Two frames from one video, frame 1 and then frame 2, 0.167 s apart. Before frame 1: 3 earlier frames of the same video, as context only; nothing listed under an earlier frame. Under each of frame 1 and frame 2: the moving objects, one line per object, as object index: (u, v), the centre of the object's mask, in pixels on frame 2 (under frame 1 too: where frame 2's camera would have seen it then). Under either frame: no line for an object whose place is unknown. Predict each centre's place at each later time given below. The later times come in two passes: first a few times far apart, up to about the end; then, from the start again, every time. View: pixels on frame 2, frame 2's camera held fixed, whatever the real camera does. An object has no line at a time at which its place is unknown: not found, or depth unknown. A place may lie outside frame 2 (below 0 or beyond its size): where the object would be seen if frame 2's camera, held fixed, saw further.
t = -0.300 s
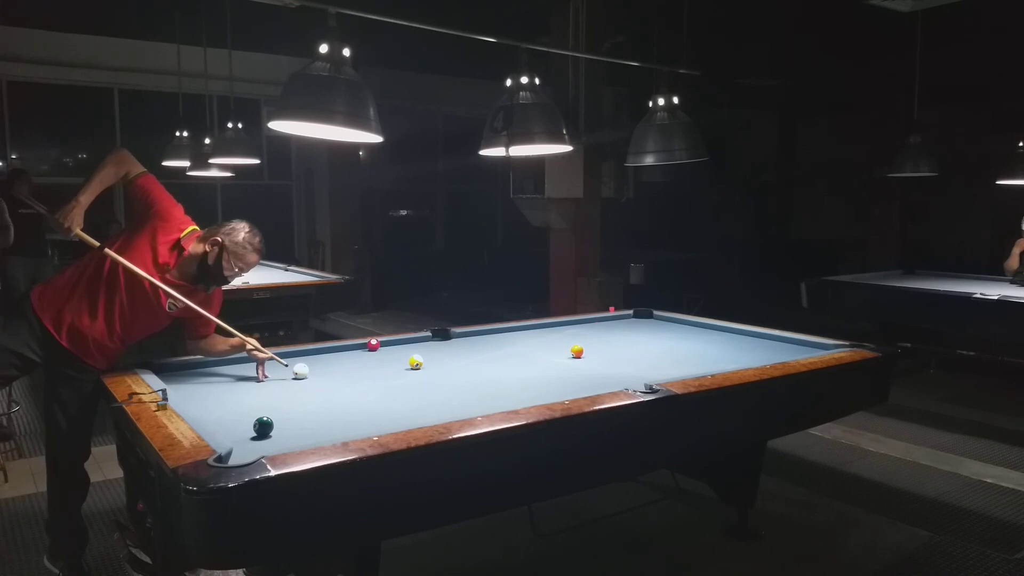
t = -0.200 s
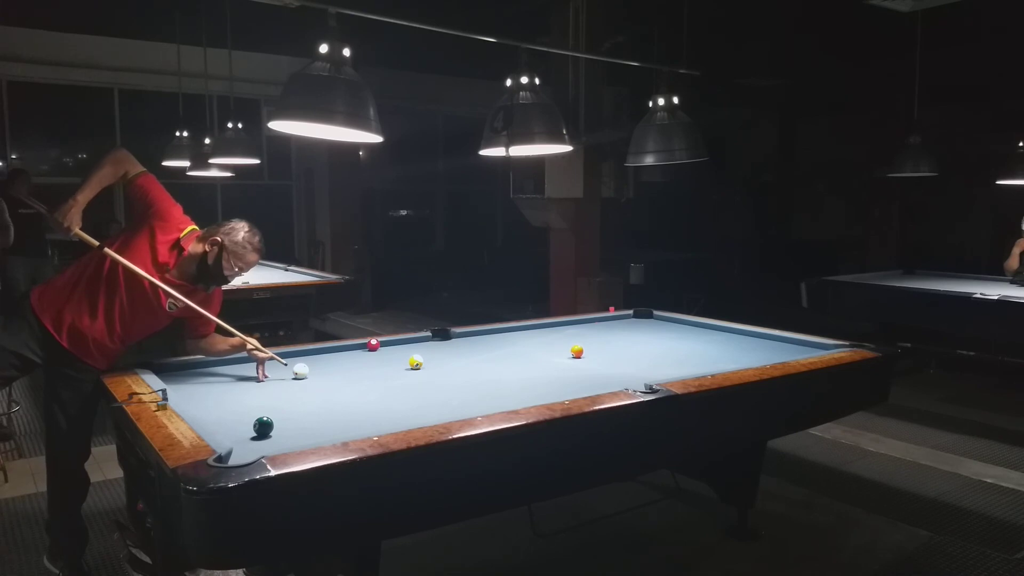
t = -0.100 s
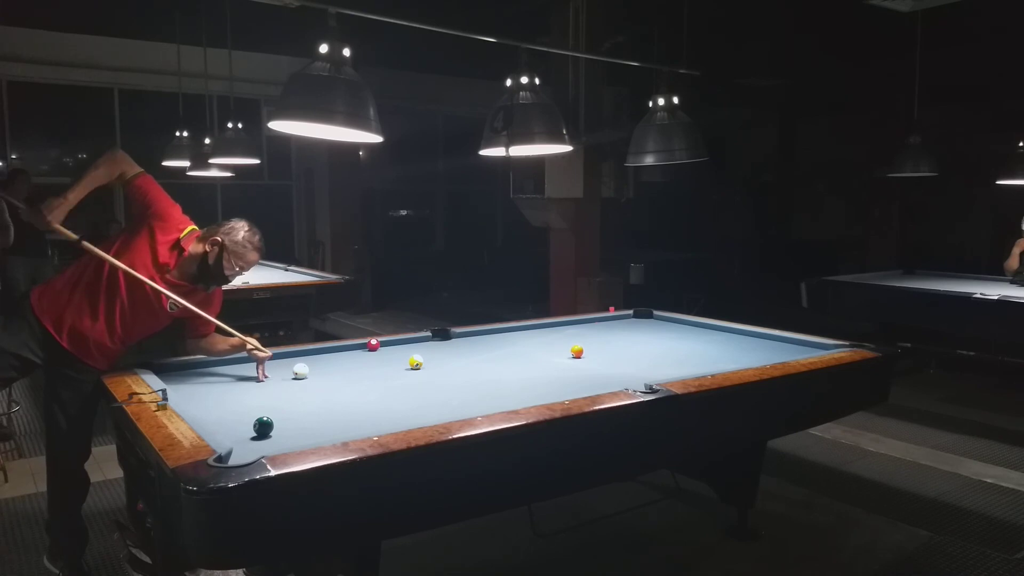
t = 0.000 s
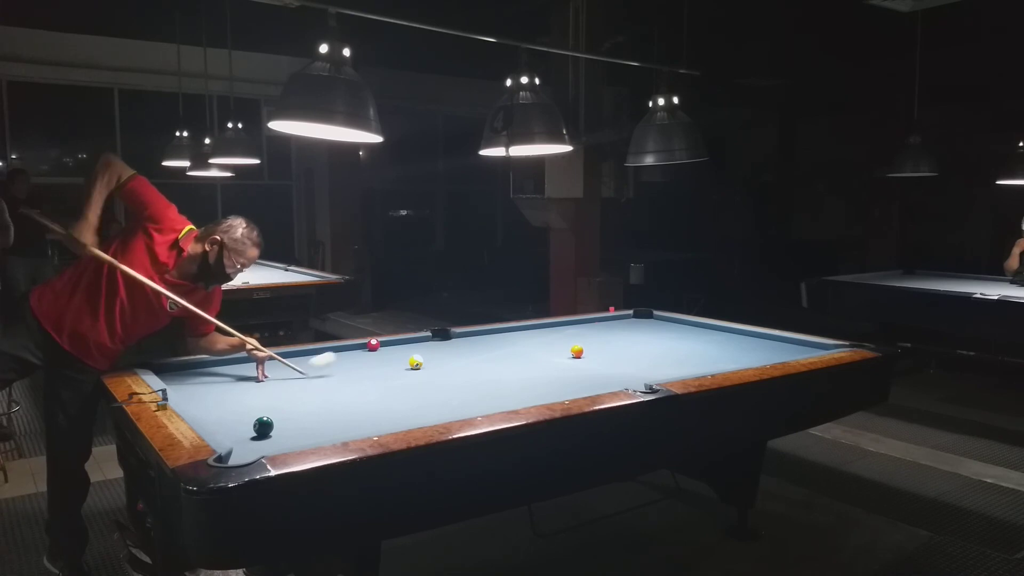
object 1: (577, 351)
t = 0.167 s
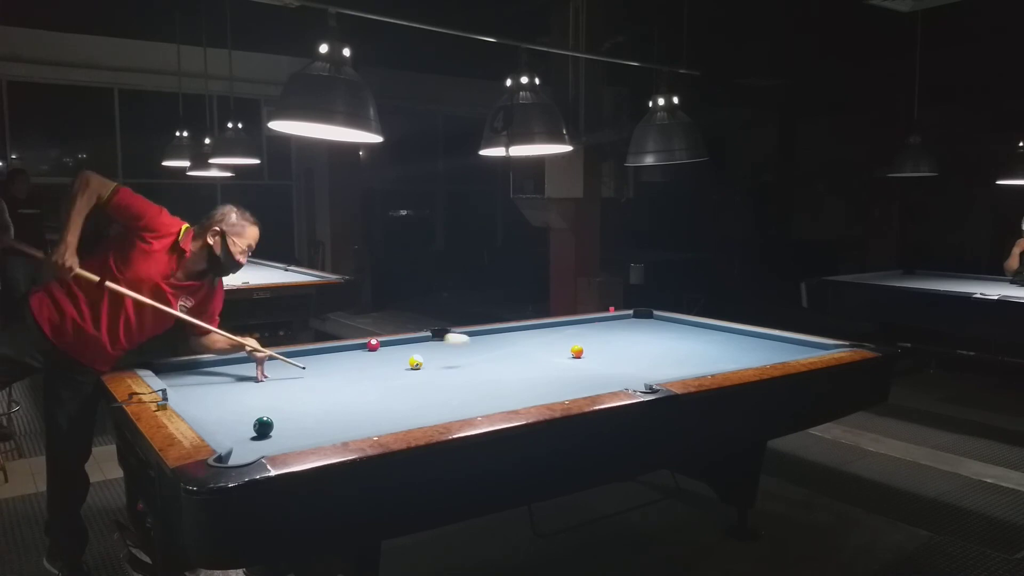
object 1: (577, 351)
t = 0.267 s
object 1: (577, 351)
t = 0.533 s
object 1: (637, 344)
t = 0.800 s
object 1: (701, 337)
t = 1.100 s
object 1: (736, 334)
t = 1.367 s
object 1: (714, 340)
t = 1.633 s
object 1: (690, 346)
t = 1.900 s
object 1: (665, 351)
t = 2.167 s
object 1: (639, 358)
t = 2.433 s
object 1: (612, 364)
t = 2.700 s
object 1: (584, 371)
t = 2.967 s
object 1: (555, 378)
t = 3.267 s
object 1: (521, 387)
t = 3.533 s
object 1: (489, 395)
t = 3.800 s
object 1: (456, 404)
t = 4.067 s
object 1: (421, 412)
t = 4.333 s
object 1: (385, 421)
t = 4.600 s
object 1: (347, 428)
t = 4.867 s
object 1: (308, 437)
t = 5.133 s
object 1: (268, 446)
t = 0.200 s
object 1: (577, 351)
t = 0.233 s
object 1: (577, 351)
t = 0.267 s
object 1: (577, 351)
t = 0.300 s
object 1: (577, 351)
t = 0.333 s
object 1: (578, 351)
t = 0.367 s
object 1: (589, 346)
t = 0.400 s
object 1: (599, 343)
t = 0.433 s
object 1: (609, 344)
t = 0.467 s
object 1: (619, 346)
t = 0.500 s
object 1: (628, 344)
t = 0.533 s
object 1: (637, 344)
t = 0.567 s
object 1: (645, 343)
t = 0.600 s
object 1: (654, 342)
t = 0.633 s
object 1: (662, 341)
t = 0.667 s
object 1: (671, 340)
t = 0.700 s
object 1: (678, 339)
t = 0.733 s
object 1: (686, 339)
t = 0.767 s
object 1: (693, 338)
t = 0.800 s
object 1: (701, 337)
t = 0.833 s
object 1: (709, 336)
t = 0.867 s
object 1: (716, 335)
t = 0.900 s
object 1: (724, 334)
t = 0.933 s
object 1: (731, 334)
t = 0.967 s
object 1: (738, 333)
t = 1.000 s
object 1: (745, 333)
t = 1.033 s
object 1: (742, 333)
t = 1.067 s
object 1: (739, 334)
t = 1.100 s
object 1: (736, 334)
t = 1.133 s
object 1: (734, 335)
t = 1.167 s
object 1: (731, 335)
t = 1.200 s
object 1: (728, 336)
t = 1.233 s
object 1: (726, 337)
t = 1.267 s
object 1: (722, 338)
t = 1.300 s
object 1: (719, 338)
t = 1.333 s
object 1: (717, 339)
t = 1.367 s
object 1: (714, 340)
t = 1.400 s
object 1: (711, 340)
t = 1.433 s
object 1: (708, 341)
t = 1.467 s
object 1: (705, 342)
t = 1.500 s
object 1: (702, 343)
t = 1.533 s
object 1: (699, 343)
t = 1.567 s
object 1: (696, 344)
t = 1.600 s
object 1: (693, 345)
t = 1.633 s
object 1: (690, 346)
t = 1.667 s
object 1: (687, 346)
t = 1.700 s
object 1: (684, 347)
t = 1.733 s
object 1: (681, 348)
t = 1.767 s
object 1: (678, 349)
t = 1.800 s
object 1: (674, 349)
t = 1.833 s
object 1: (672, 350)
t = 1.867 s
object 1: (668, 351)
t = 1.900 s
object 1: (665, 351)
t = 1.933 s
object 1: (662, 352)
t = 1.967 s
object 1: (659, 353)
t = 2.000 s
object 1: (655, 354)
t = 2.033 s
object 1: (652, 354)
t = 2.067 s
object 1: (649, 356)
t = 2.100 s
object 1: (646, 356)
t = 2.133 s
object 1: (642, 357)
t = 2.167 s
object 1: (639, 358)
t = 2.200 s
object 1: (636, 358)
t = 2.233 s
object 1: (632, 360)
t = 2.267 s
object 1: (629, 360)
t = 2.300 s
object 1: (626, 361)
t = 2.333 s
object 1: (623, 362)
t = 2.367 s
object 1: (619, 363)
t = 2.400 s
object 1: (616, 364)
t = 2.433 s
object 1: (612, 364)
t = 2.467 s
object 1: (609, 365)
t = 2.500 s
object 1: (605, 366)
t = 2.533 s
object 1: (602, 367)
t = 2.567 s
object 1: (598, 368)
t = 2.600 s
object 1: (595, 369)
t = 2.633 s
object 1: (591, 369)
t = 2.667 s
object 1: (588, 370)
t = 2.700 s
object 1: (584, 371)
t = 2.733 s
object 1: (581, 372)
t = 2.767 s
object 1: (577, 373)
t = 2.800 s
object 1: (573, 374)
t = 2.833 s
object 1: (570, 375)
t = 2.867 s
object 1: (567, 376)
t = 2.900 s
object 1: (563, 376)
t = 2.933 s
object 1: (559, 377)
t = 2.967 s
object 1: (555, 378)
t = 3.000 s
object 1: (552, 379)
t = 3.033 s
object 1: (548, 380)
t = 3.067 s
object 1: (544, 381)
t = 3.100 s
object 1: (540, 382)
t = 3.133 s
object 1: (536, 383)
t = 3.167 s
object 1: (533, 384)
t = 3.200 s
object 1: (529, 385)
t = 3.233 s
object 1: (525, 386)
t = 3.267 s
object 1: (521, 387)
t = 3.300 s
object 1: (517, 388)
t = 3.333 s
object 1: (513, 389)
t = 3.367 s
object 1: (509, 390)
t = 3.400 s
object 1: (505, 391)
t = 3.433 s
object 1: (501, 392)
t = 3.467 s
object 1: (497, 393)
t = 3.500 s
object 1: (494, 394)
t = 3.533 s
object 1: (489, 395)
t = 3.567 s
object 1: (485, 396)
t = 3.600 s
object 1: (481, 397)
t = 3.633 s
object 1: (477, 398)
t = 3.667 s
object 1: (473, 399)
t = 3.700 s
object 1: (469, 400)
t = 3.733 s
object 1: (464, 402)
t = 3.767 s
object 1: (460, 403)
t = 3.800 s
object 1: (456, 404)
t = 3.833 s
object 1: (452, 405)
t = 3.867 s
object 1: (447, 406)
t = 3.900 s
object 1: (443, 407)
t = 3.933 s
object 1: (439, 408)
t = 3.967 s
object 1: (434, 409)
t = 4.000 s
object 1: (430, 410)
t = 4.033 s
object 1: (425, 411)
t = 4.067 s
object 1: (421, 412)
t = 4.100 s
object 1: (416, 413)
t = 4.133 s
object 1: (412, 415)
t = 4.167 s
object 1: (408, 415)
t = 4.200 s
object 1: (403, 416)
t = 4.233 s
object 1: (399, 417)
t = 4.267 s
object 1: (394, 418)
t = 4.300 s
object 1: (390, 420)
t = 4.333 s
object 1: (385, 421)
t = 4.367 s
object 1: (380, 422)
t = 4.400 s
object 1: (375, 422)
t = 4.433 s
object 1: (371, 423)
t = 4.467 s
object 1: (366, 425)
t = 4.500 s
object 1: (362, 426)
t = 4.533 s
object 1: (357, 427)
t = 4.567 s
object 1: (352, 428)
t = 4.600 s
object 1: (347, 428)
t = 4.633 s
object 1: (342, 430)
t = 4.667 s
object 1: (338, 431)
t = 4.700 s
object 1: (333, 432)
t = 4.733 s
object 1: (328, 433)
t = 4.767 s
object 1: (323, 434)
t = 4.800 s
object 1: (318, 435)
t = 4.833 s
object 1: (313, 436)
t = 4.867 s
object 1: (308, 437)
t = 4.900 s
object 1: (303, 438)
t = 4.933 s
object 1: (298, 439)
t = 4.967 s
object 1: (293, 440)
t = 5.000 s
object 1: (288, 441)
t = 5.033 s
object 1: (283, 442)
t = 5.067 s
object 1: (278, 444)
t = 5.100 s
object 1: (272, 445)
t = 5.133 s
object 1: (268, 446)
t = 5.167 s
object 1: (262, 448)
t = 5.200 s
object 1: (257, 449)
